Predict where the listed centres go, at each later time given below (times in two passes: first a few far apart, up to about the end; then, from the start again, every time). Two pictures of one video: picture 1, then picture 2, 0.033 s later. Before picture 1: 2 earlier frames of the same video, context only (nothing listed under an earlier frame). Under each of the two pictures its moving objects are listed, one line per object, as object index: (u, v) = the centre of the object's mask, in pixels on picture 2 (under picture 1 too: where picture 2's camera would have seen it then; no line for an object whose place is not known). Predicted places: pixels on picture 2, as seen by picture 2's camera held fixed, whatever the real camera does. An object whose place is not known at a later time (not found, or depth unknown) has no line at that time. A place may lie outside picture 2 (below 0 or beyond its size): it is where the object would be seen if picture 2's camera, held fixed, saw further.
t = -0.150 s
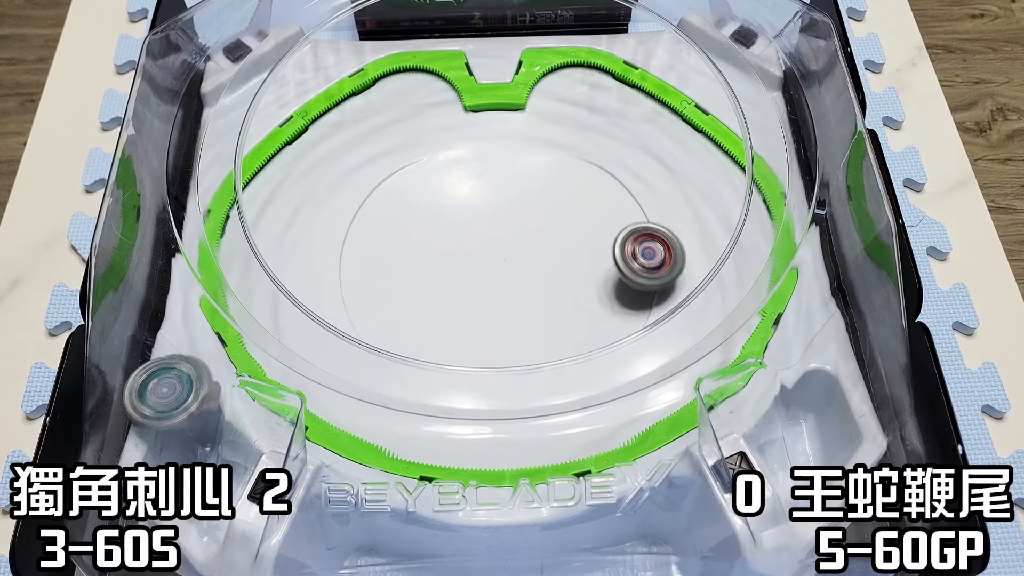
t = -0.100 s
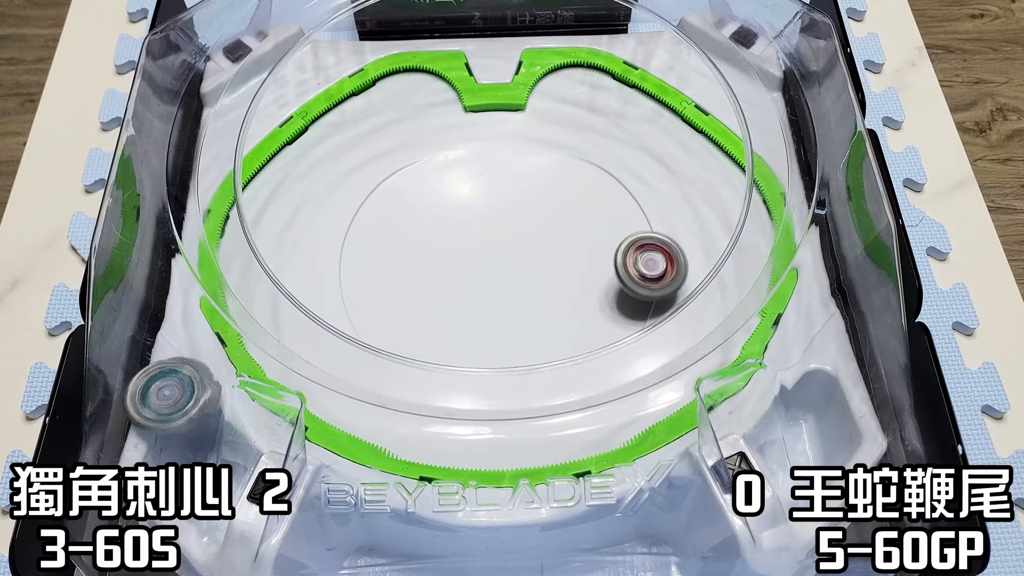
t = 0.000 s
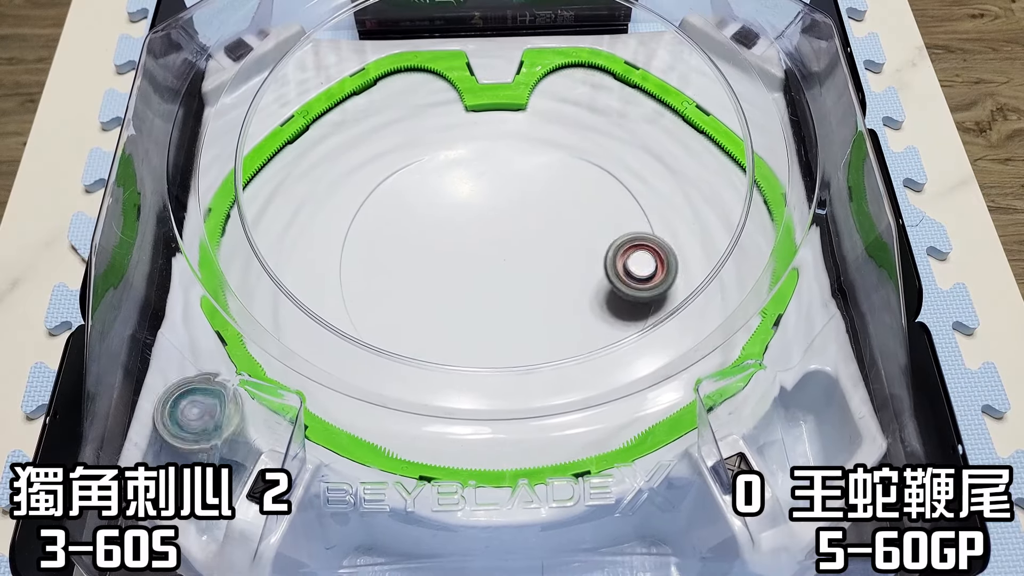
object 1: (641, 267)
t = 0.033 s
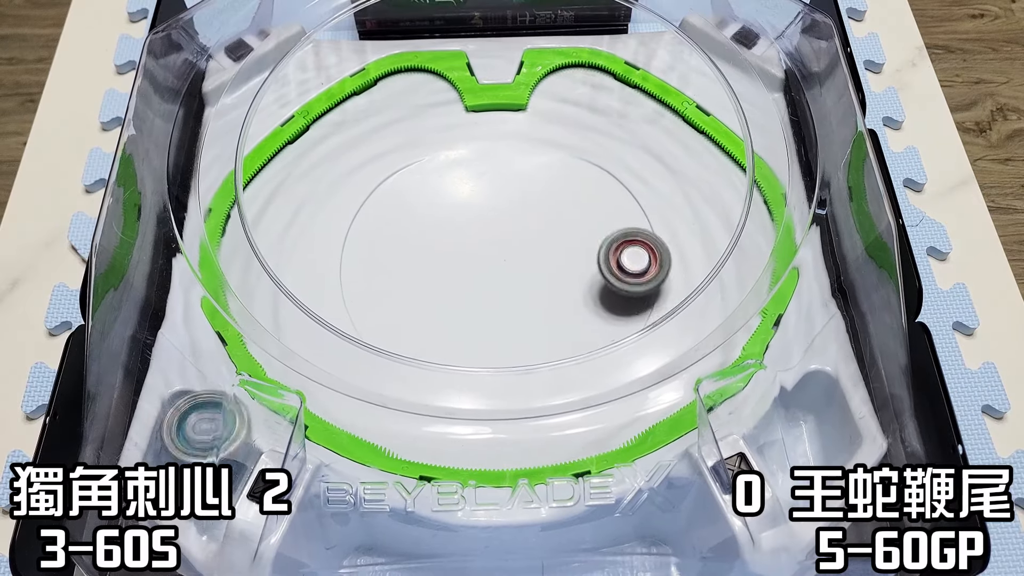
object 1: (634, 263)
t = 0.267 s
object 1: (563, 190)
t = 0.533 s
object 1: (497, 208)
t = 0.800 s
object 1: (524, 249)
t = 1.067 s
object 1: (529, 264)
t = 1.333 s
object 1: (521, 272)
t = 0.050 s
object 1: (630, 259)
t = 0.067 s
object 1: (625, 256)
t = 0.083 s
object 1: (620, 251)
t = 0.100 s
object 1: (614, 246)
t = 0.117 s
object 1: (609, 242)
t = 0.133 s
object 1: (604, 236)
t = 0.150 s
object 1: (598, 230)
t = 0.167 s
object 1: (593, 224)
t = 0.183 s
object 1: (588, 217)
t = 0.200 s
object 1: (583, 211)
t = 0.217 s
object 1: (578, 205)
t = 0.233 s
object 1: (574, 199)
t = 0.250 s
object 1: (568, 195)
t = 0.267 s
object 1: (563, 190)
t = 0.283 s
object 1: (559, 187)
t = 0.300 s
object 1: (554, 185)
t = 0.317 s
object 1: (549, 183)
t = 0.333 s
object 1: (544, 182)
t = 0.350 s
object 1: (538, 181)
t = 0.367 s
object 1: (533, 181)
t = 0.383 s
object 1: (529, 181)
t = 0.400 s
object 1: (525, 183)
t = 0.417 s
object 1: (520, 185)
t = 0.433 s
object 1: (516, 187)
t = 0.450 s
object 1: (513, 190)
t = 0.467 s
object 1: (509, 193)
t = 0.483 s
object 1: (506, 196)
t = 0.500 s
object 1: (502, 200)
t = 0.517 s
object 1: (500, 203)
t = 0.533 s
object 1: (497, 208)
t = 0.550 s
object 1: (496, 211)
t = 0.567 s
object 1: (495, 215)
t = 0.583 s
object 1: (495, 219)
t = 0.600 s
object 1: (495, 223)
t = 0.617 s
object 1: (496, 227)
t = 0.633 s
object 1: (497, 230)
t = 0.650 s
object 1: (499, 232)
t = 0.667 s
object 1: (501, 234)
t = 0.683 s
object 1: (504, 236)
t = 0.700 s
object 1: (506, 238)
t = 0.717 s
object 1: (510, 239)
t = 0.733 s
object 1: (513, 241)
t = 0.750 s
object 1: (516, 243)
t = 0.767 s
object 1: (519, 245)
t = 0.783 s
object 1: (522, 247)
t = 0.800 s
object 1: (524, 249)
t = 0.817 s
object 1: (526, 251)
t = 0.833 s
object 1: (527, 253)
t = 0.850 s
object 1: (529, 254)
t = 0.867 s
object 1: (530, 255)
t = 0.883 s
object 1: (531, 256)
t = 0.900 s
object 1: (532, 258)
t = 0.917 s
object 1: (532, 258)
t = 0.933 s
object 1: (532, 260)
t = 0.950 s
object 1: (533, 260)
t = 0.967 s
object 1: (533, 261)
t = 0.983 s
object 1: (532, 262)
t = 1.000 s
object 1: (531, 262)
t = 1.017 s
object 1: (531, 263)
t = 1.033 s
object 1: (530, 263)
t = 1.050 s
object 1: (530, 264)
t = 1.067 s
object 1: (529, 264)
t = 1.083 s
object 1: (528, 264)
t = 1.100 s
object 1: (527, 264)
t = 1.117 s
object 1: (526, 264)
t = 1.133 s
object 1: (526, 264)
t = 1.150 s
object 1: (525, 264)
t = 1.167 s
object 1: (525, 264)
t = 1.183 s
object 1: (525, 265)
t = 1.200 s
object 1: (526, 265)
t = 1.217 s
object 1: (526, 266)
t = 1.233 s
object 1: (526, 267)
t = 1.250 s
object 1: (525, 268)
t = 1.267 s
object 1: (524, 268)
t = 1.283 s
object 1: (524, 269)
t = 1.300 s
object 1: (523, 270)
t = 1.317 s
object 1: (522, 271)
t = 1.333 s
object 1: (521, 272)
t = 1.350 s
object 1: (519, 272)
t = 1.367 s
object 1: (518, 273)
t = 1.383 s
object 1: (517, 274)
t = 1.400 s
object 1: (517, 275)
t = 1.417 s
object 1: (516, 275)
